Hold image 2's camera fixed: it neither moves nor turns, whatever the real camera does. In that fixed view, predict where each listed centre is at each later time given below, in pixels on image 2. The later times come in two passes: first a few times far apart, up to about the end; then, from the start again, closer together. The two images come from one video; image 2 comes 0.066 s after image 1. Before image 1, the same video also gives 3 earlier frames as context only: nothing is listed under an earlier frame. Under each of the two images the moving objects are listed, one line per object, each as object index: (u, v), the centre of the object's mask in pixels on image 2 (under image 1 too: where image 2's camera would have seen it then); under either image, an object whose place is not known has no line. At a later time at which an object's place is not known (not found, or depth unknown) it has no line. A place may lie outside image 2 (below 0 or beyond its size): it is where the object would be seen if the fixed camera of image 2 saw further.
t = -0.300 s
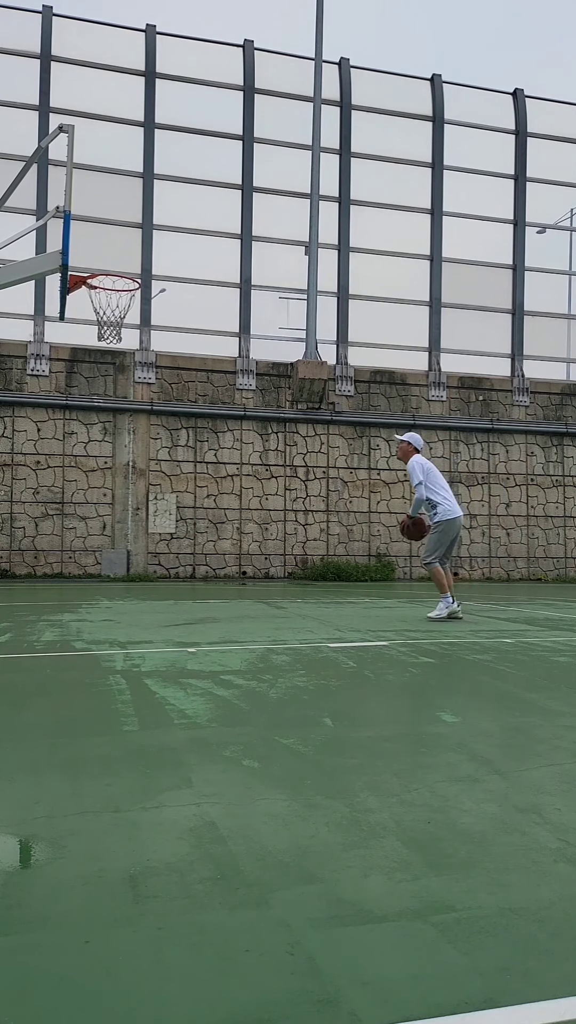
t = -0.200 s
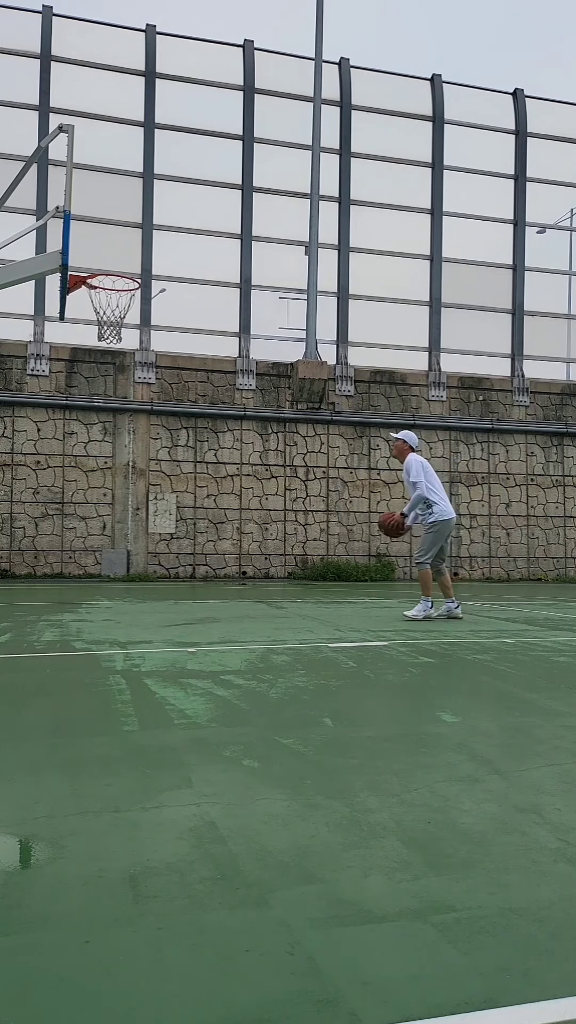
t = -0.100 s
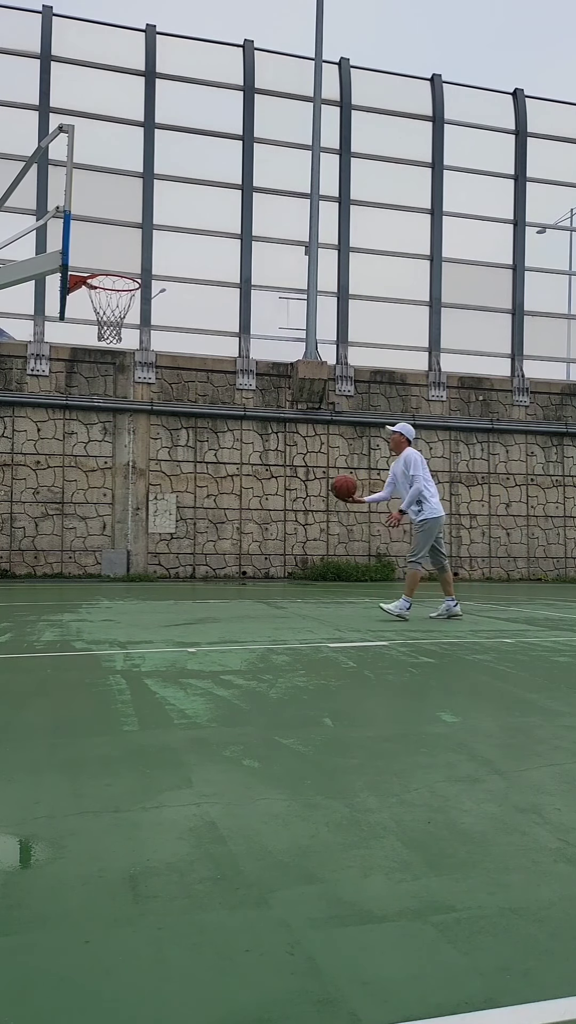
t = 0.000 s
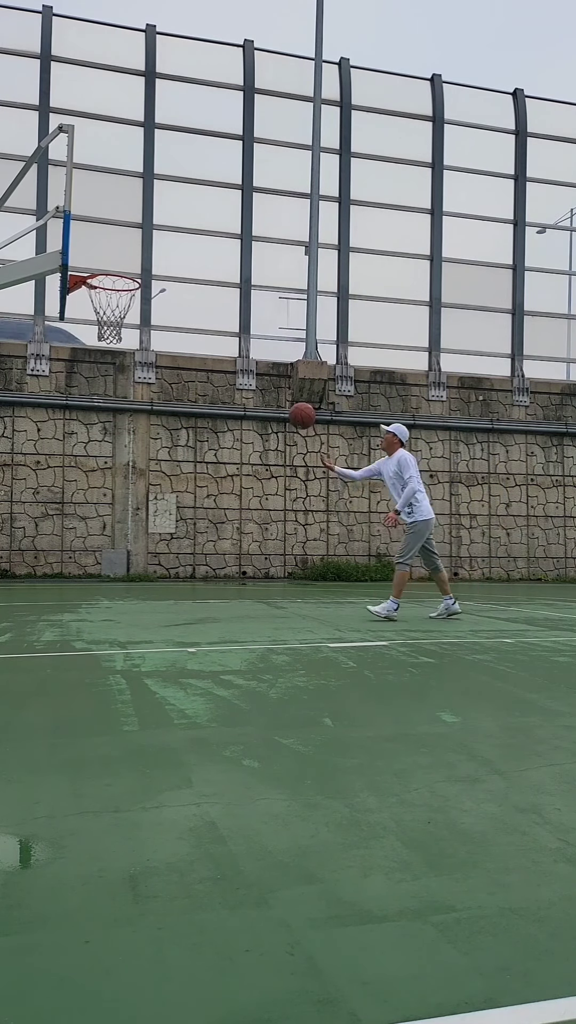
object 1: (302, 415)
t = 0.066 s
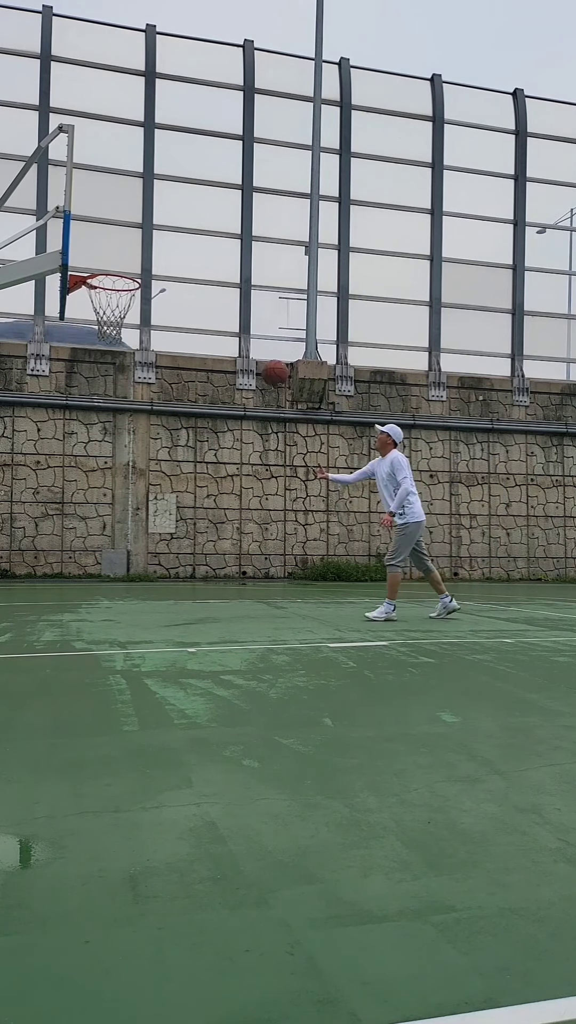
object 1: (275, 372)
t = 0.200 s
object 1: (219, 300)
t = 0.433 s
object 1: (118, 218)
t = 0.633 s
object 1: (120, 206)
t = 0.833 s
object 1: (178, 244)
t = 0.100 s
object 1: (261, 353)
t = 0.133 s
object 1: (247, 334)
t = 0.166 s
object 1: (234, 317)
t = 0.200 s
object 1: (219, 300)
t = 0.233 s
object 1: (205, 285)
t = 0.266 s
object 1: (191, 271)
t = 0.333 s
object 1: (163, 246)
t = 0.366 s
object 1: (148, 235)
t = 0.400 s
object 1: (133, 226)
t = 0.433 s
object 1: (118, 218)
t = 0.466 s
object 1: (103, 211)
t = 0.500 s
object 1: (88, 205)
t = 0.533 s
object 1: (90, 203)
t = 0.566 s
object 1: (100, 203)
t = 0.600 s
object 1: (110, 204)
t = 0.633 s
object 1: (120, 206)
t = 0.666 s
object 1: (130, 209)
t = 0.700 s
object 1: (140, 214)
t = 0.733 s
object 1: (150, 220)
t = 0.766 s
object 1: (160, 227)
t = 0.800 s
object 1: (169, 235)
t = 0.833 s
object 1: (178, 244)
